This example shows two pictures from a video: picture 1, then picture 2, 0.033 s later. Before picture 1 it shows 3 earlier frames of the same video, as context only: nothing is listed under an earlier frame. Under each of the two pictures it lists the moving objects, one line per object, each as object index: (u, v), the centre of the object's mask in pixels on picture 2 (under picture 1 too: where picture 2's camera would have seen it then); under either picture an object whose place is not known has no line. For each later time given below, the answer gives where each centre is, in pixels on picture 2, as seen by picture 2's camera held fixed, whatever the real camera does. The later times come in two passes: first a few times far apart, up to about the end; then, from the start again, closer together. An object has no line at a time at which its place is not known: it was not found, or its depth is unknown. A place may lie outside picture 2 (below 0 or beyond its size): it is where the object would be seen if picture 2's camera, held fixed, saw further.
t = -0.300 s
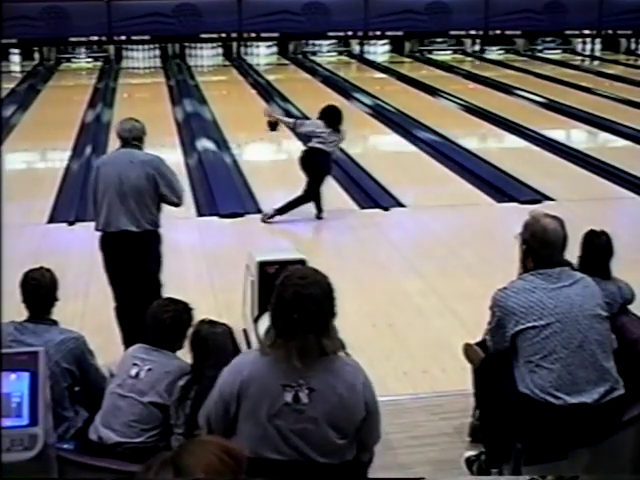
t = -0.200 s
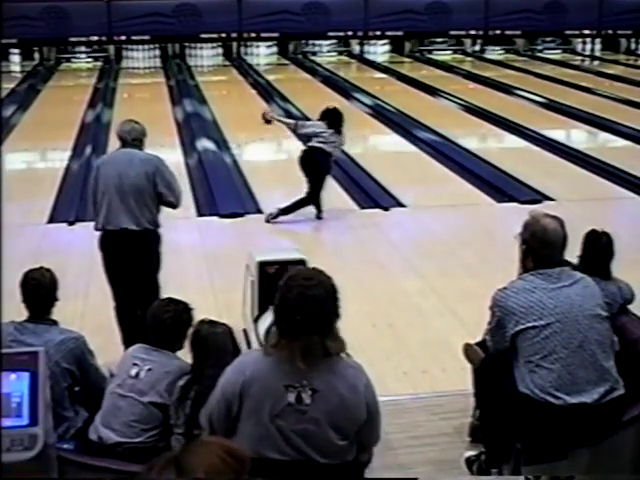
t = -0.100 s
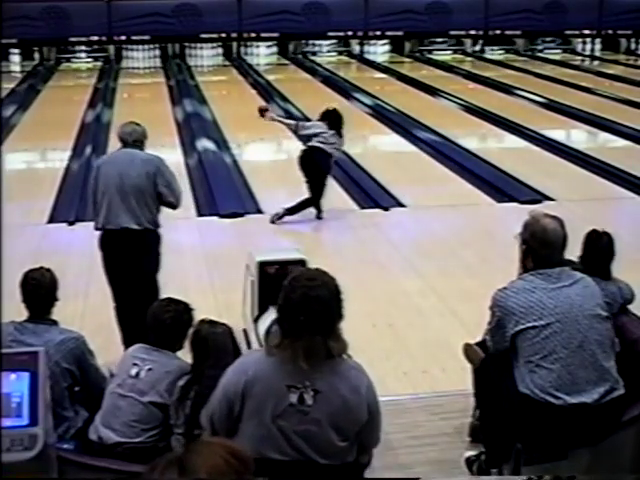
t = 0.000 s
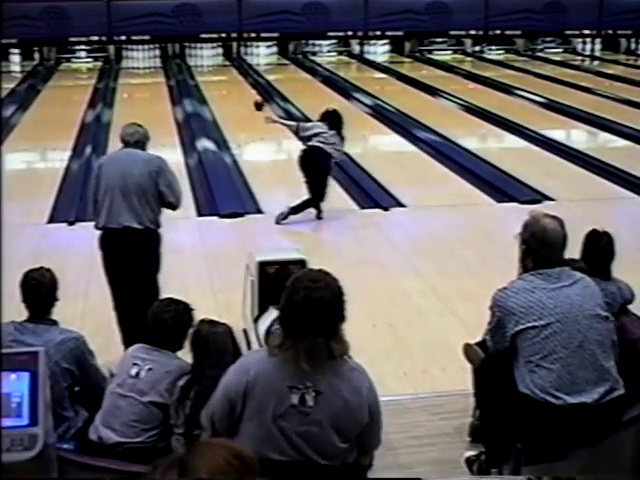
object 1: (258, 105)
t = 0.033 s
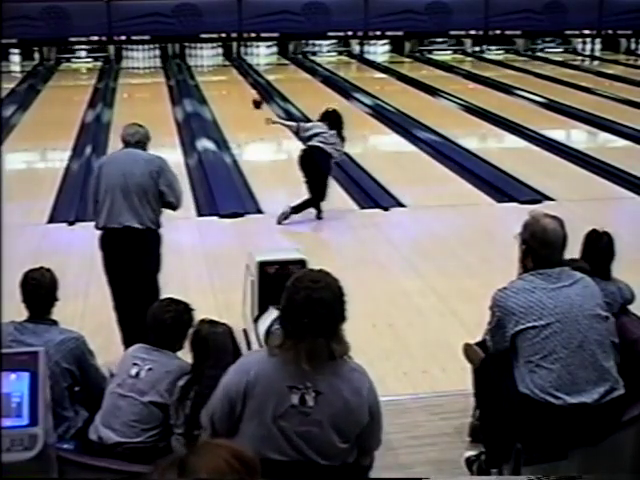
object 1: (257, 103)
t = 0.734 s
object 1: (233, 75)
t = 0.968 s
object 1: (227, 68)
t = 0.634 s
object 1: (236, 78)
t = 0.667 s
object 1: (236, 76)
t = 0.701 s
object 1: (235, 76)
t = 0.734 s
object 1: (233, 75)
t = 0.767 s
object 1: (233, 74)
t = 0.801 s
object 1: (232, 73)
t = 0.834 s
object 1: (231, 72)
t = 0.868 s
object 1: (229, 71)
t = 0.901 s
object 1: (228, 69)
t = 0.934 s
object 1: (227, 68)
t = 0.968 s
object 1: (227, 68)
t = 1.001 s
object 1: (226, 67)
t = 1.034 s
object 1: (225, 66)
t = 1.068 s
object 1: (225, 65)
